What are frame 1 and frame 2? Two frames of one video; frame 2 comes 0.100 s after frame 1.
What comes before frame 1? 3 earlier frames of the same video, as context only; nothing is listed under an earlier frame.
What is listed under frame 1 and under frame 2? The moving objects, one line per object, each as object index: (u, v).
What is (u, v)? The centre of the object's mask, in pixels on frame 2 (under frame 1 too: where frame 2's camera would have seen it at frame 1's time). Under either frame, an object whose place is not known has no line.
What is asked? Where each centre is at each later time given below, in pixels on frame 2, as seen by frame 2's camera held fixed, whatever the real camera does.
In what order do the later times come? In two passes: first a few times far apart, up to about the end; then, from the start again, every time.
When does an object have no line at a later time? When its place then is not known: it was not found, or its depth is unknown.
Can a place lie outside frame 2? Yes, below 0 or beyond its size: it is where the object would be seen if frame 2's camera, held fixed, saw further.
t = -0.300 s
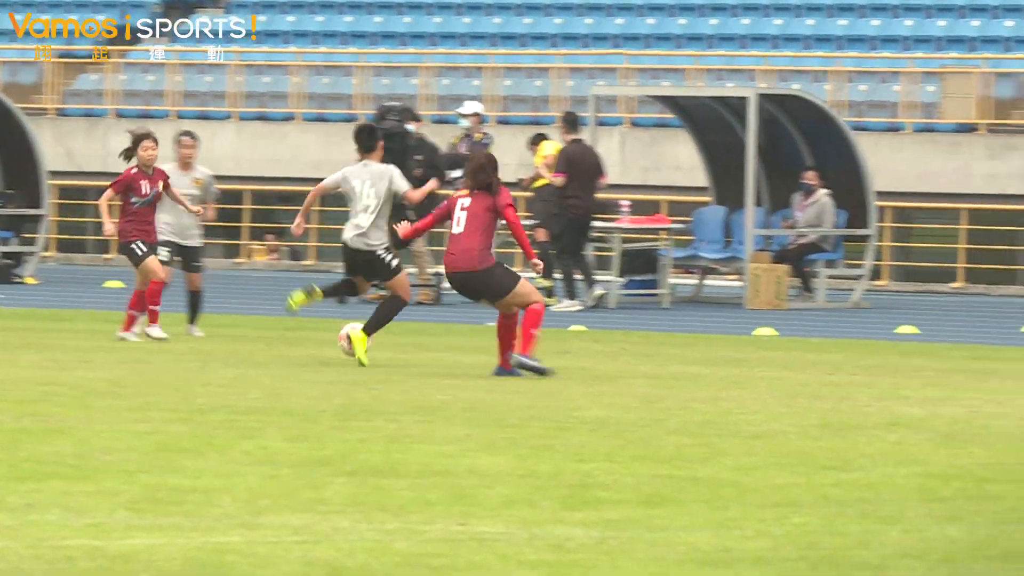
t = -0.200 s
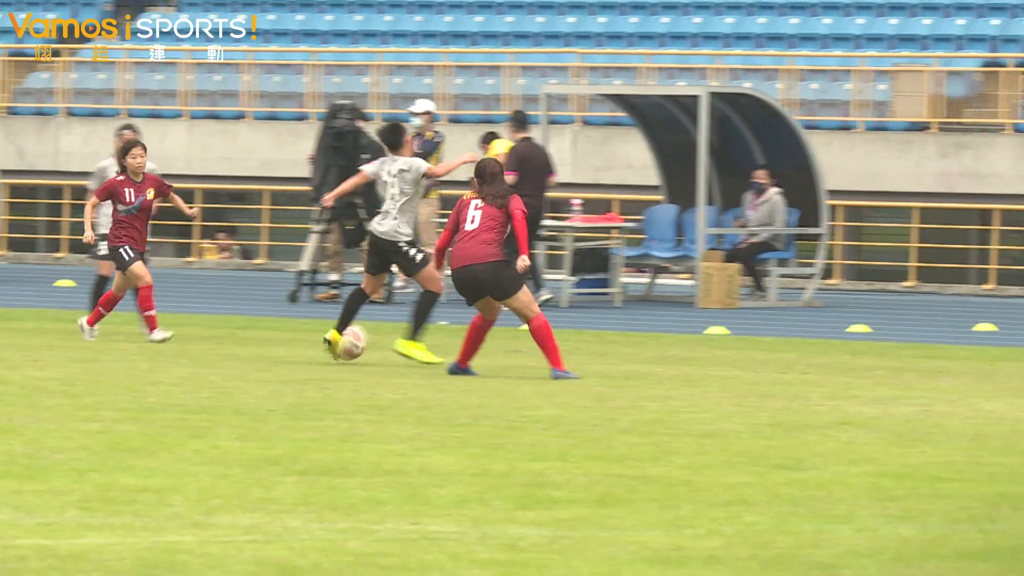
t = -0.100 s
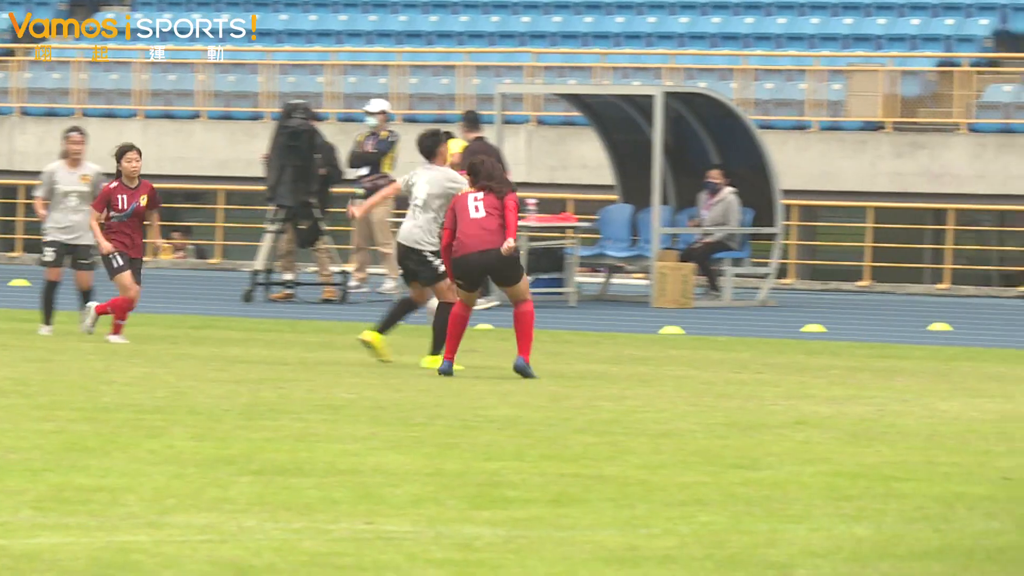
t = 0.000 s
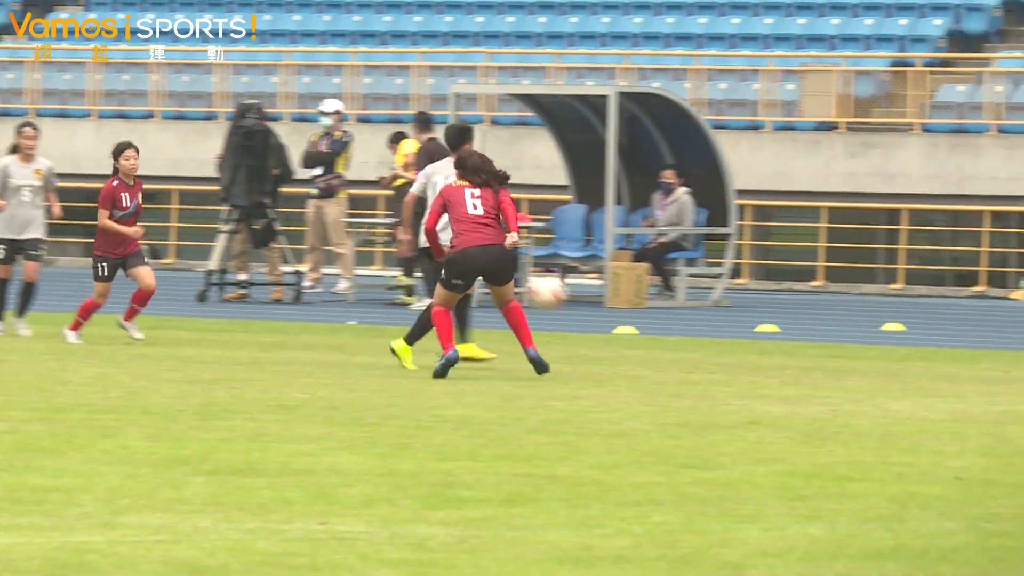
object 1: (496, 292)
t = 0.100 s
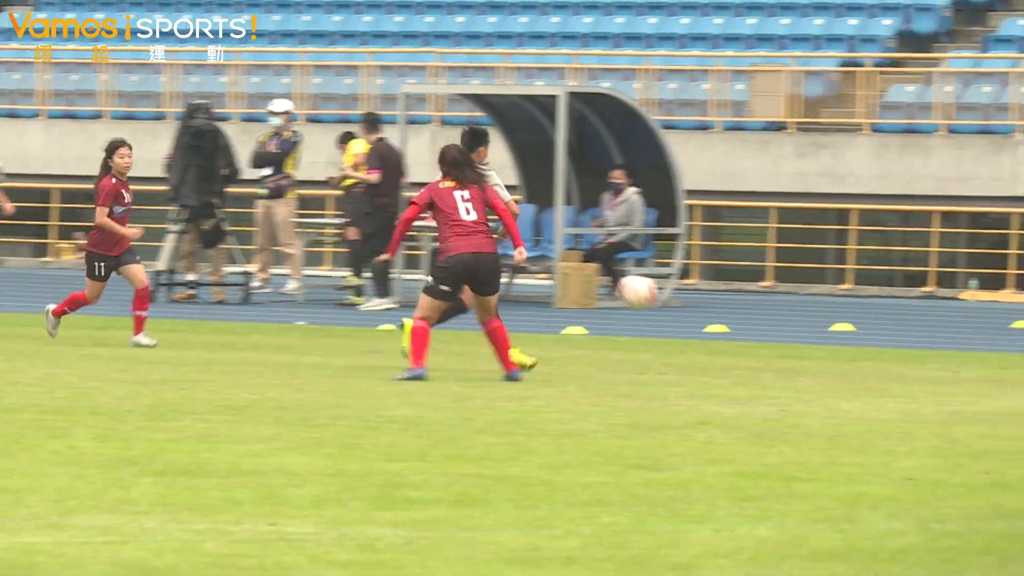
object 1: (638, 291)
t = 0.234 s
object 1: (830, 311)
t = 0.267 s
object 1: (879, 322)
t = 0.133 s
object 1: (685, 295)
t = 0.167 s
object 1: (734, 298)
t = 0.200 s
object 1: (782, 304)
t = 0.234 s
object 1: (830, 311)
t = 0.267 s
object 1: (879, 322)
